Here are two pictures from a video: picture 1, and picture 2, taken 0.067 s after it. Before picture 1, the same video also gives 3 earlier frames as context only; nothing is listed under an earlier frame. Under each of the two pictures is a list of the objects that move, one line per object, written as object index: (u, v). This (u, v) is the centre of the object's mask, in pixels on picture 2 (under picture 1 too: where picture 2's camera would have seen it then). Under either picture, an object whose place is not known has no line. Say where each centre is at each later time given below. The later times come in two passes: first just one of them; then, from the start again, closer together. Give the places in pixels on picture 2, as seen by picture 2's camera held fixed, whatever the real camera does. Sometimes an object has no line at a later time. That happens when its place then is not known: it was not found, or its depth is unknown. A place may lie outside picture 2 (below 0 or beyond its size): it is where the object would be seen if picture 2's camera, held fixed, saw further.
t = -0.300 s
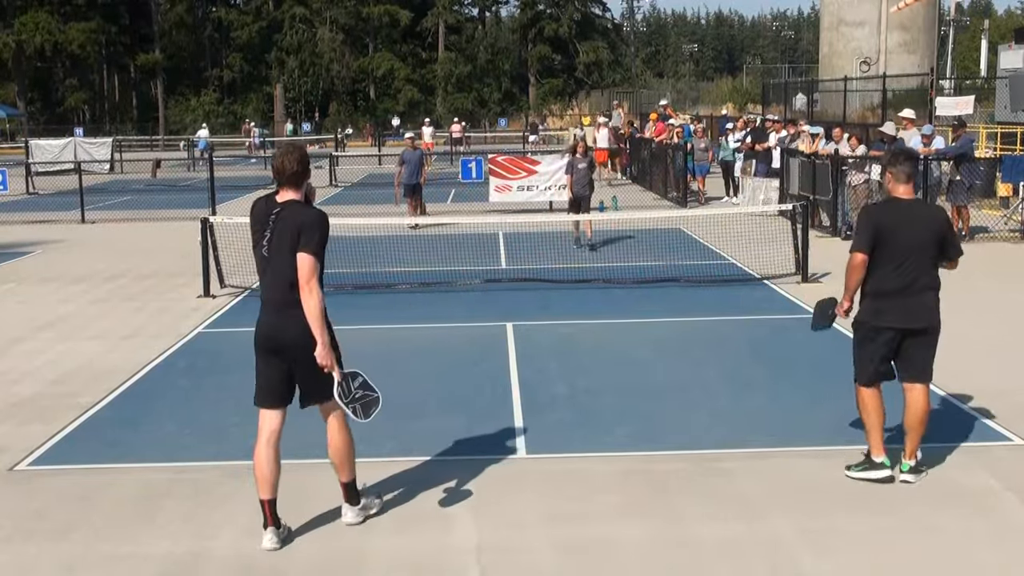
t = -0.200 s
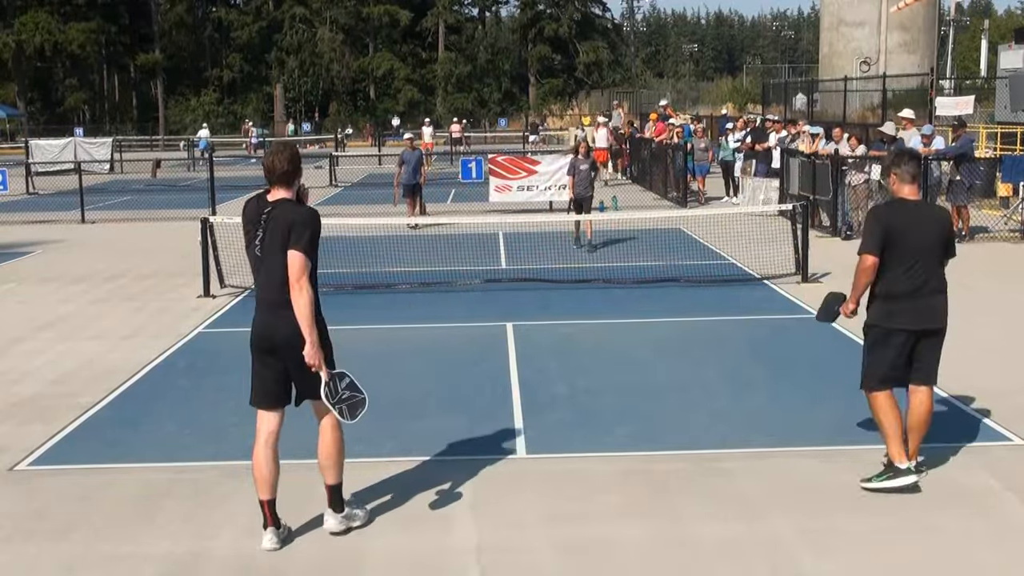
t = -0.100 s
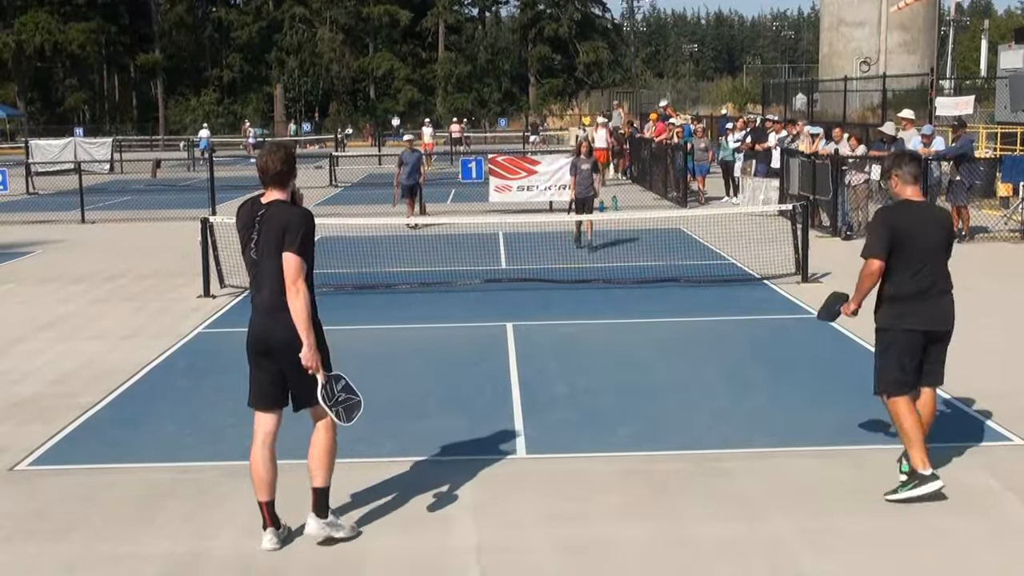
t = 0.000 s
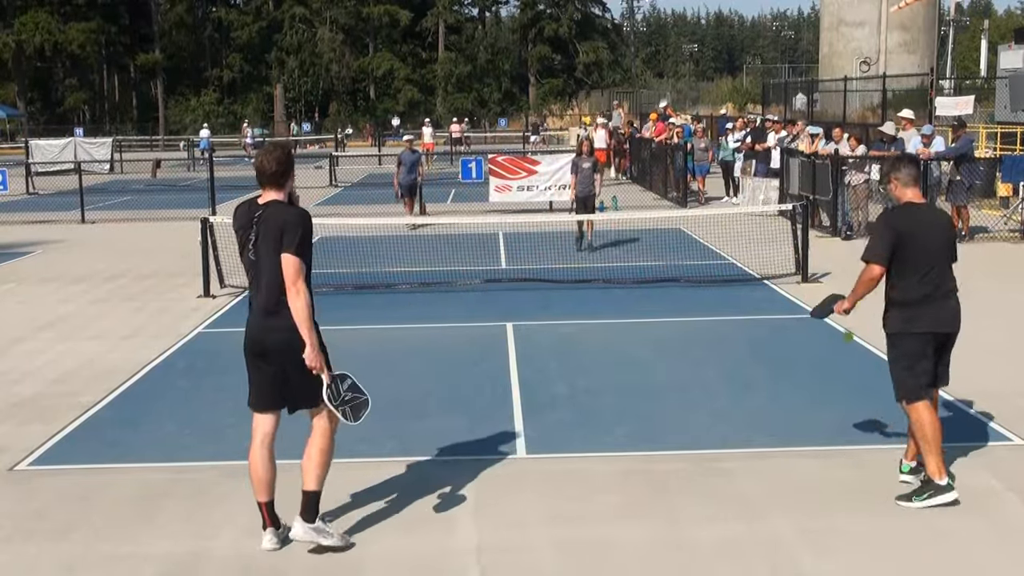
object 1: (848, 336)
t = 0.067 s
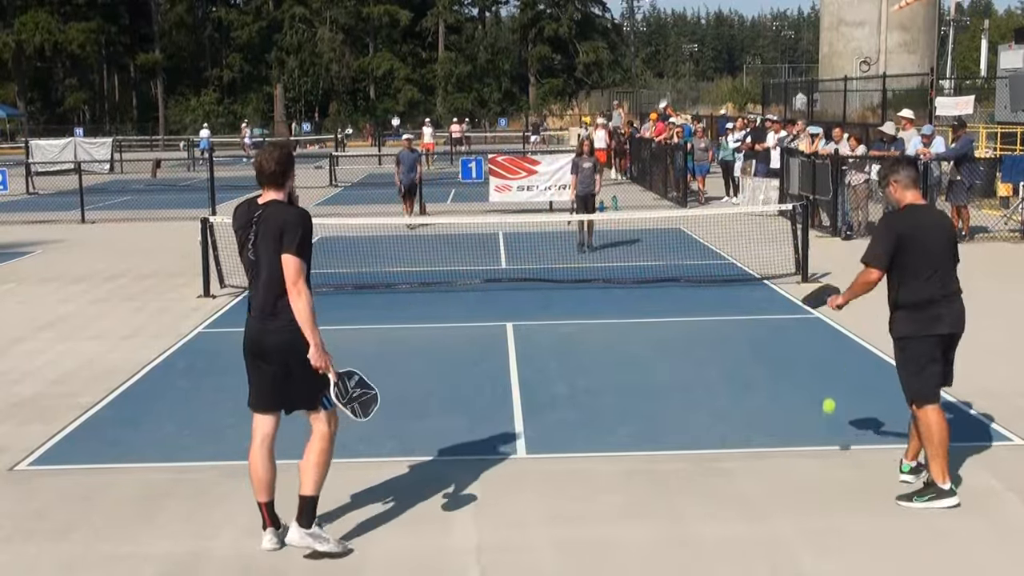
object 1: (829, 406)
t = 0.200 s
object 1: (807, 403)
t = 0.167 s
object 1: (810, 424)
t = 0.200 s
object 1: (807, 403)
